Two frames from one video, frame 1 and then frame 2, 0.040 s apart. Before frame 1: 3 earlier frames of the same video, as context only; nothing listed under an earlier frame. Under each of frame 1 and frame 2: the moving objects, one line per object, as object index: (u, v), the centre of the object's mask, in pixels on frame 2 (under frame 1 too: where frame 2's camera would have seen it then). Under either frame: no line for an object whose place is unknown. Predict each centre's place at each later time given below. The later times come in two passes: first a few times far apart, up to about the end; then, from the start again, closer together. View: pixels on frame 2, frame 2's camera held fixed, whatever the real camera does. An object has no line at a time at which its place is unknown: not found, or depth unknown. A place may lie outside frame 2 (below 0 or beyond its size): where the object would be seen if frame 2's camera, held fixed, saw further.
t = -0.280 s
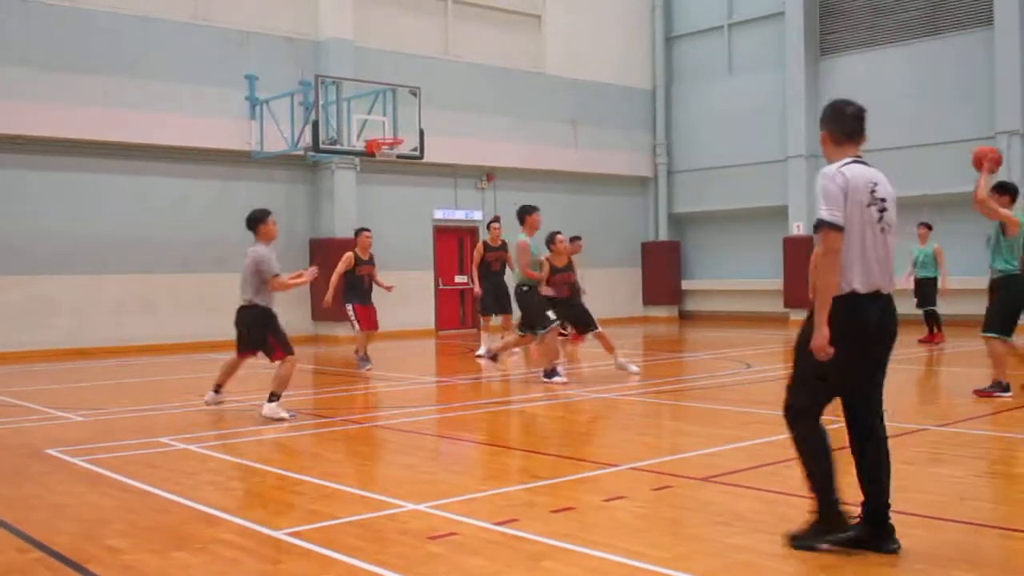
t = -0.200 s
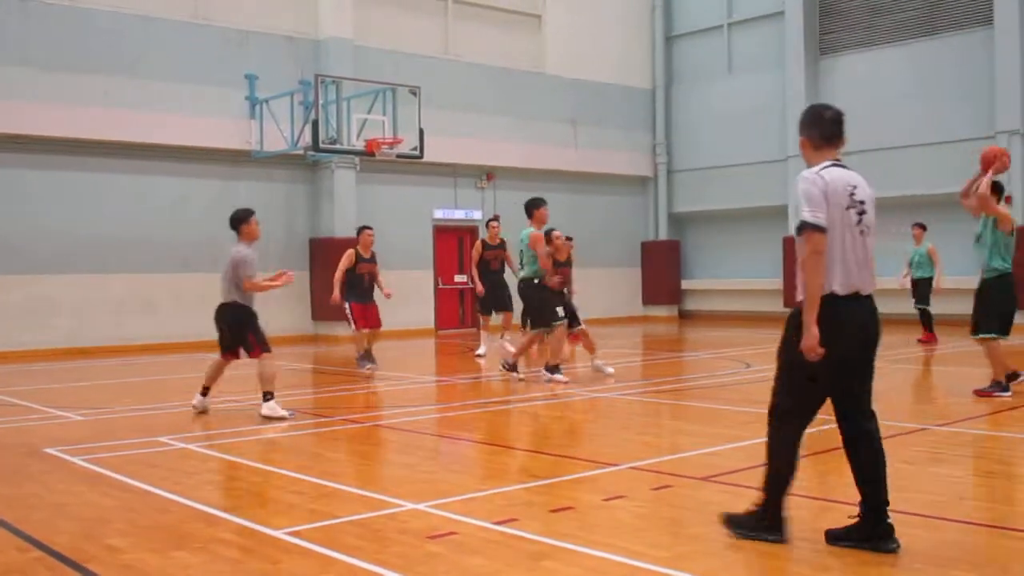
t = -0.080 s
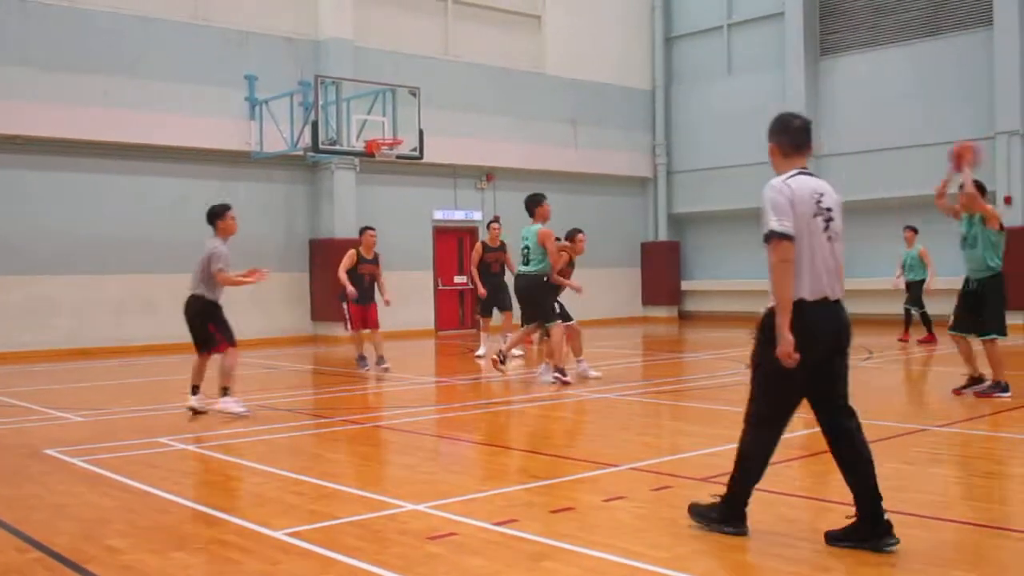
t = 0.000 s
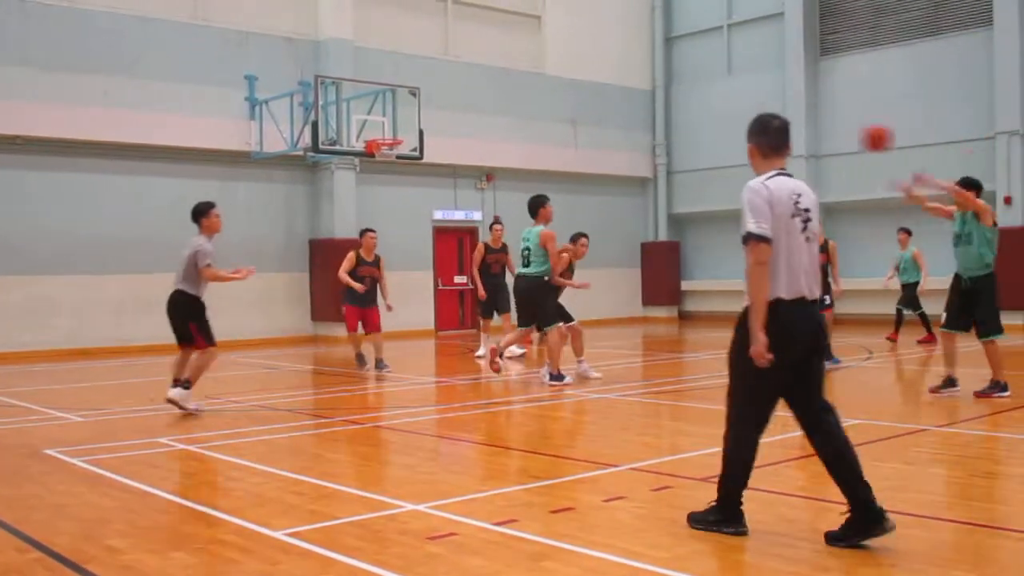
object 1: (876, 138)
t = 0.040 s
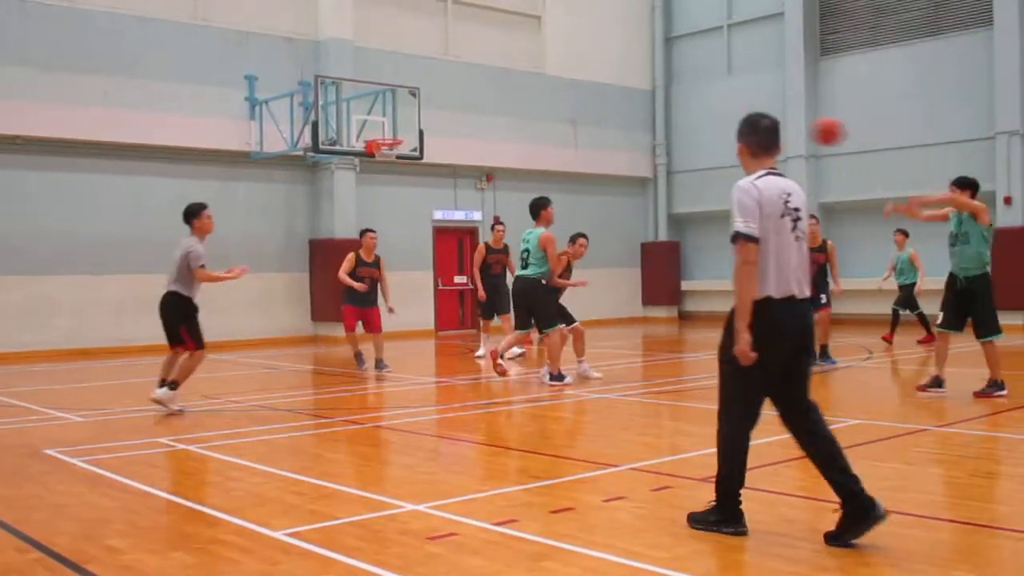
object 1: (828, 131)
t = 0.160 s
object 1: (681, 127)
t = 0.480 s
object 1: (284, 197)
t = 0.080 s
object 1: (780, 127)
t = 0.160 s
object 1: (681, 127)
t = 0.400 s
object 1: (382, 167)
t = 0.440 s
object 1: (332, 181)
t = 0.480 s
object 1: (284, 197)
